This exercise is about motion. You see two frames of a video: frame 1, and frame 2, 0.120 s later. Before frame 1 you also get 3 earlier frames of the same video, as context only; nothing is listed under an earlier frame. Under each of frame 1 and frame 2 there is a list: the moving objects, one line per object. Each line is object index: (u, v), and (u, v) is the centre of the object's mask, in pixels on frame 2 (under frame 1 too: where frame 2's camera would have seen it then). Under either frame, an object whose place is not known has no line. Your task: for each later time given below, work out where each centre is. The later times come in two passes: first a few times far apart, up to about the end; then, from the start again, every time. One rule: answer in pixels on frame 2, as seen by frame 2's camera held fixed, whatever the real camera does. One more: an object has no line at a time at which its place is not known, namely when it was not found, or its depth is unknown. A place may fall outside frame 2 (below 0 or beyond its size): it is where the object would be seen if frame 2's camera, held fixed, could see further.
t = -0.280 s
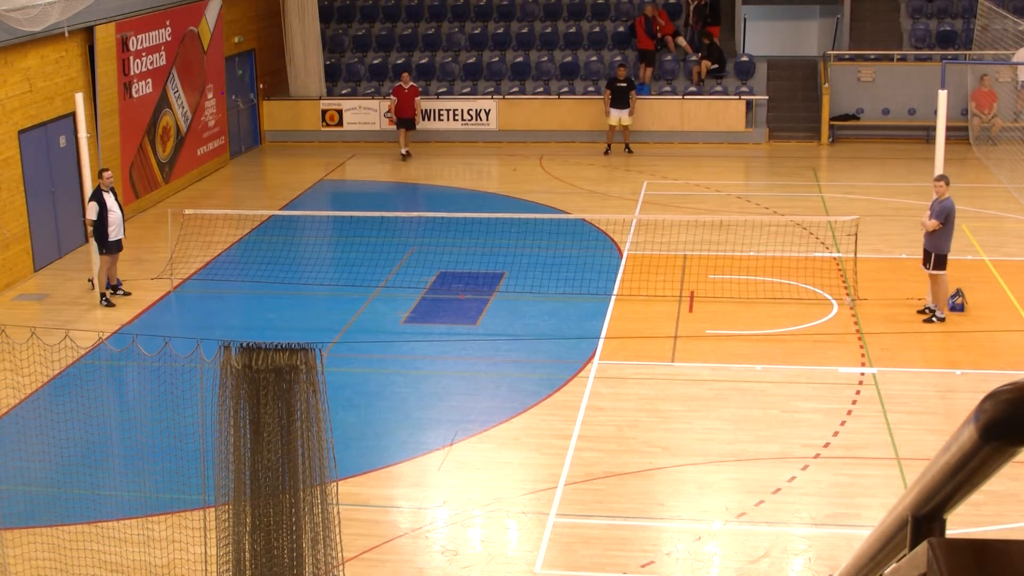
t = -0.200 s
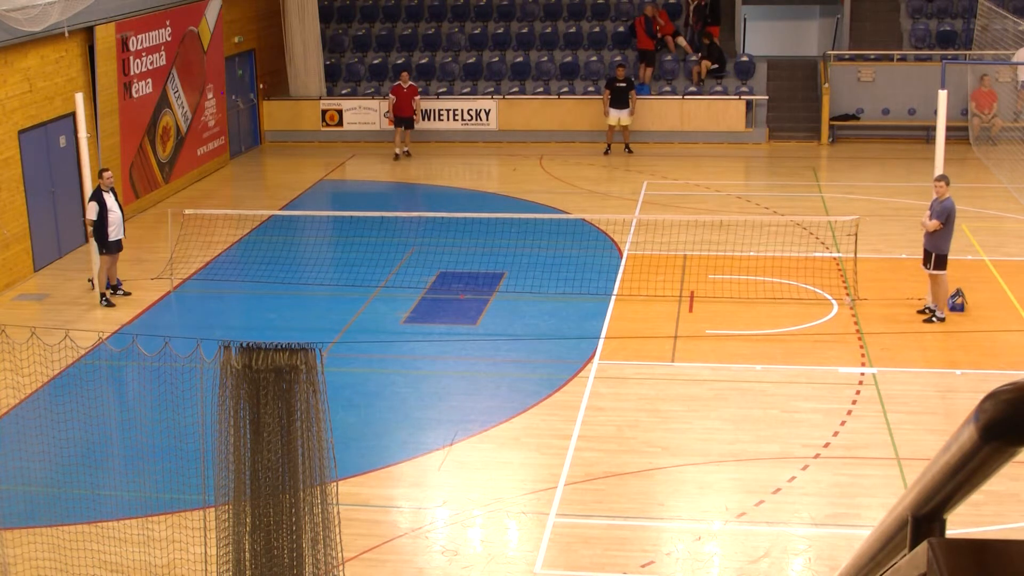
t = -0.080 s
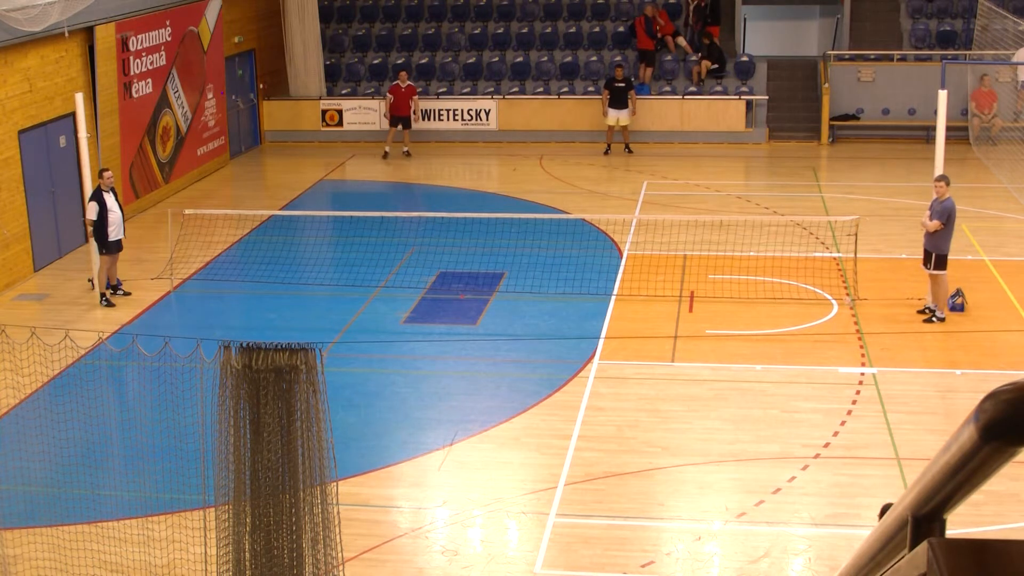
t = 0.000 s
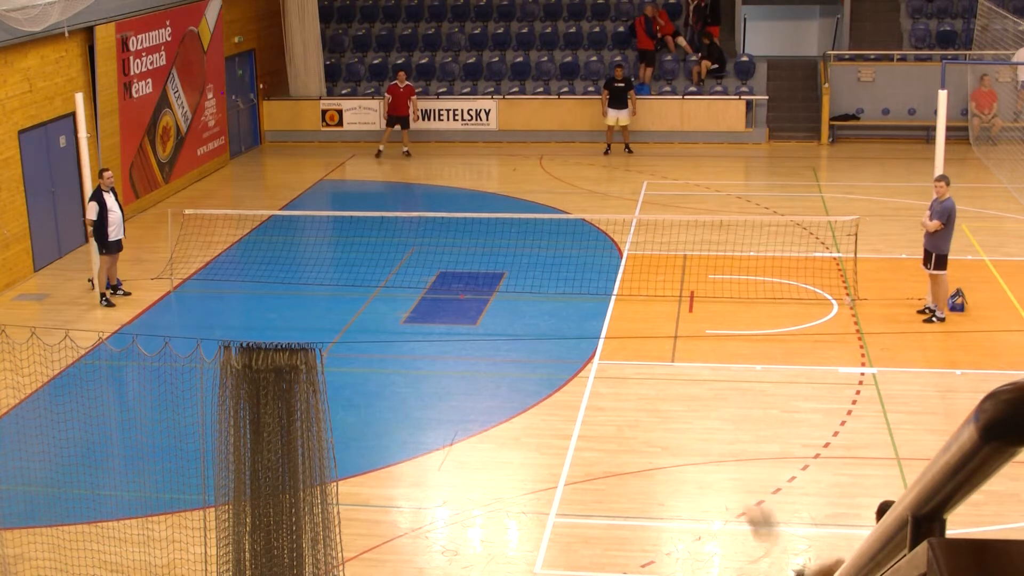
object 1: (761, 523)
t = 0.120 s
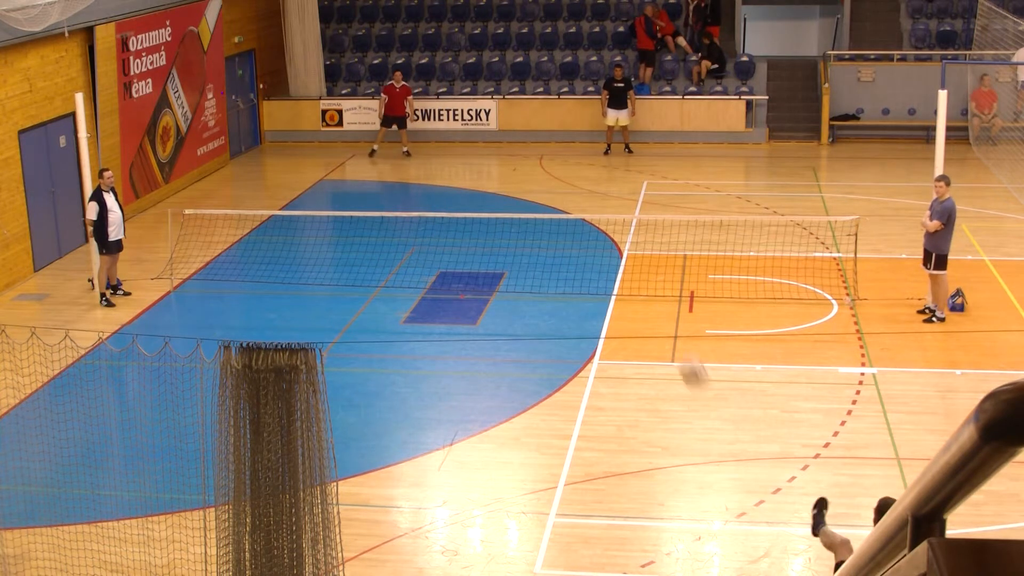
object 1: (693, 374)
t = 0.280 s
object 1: (624, 251)
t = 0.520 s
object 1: (556, 182)
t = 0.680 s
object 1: (525, 179)
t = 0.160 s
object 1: (672, 334)
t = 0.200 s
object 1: (656, 302)
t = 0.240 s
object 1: (640, 276)
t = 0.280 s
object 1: (624, 251)
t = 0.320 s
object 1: (611, 234)
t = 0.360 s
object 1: (597, 217)
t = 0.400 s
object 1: (586, 205)
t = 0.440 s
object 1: (575, 195)
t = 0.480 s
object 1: (565, 188)
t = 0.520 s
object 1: (556, 182)
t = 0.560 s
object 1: (548, 179)
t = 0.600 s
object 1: (539, 178)
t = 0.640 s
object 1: (532, 177)
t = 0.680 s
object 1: (525, 179)
